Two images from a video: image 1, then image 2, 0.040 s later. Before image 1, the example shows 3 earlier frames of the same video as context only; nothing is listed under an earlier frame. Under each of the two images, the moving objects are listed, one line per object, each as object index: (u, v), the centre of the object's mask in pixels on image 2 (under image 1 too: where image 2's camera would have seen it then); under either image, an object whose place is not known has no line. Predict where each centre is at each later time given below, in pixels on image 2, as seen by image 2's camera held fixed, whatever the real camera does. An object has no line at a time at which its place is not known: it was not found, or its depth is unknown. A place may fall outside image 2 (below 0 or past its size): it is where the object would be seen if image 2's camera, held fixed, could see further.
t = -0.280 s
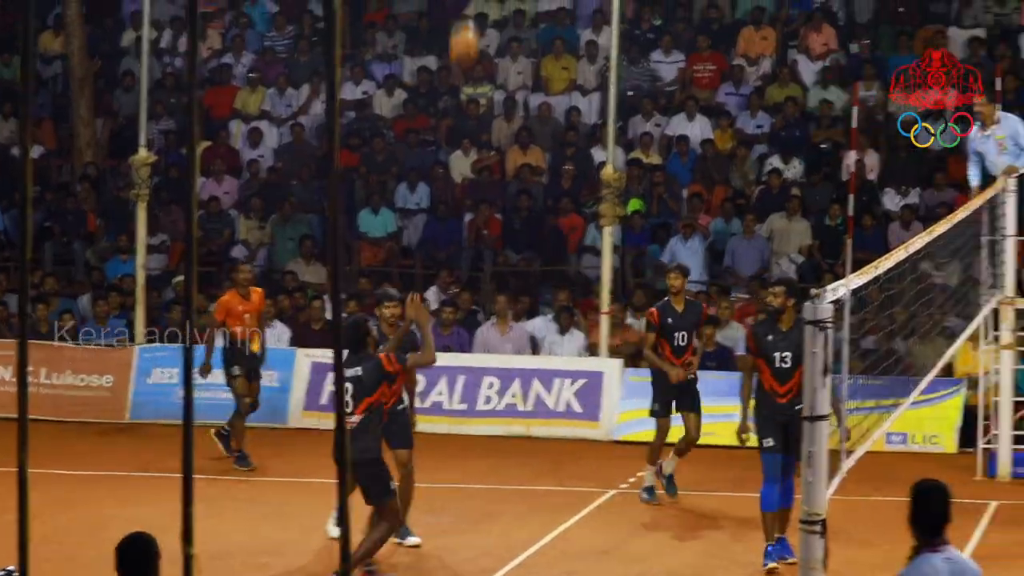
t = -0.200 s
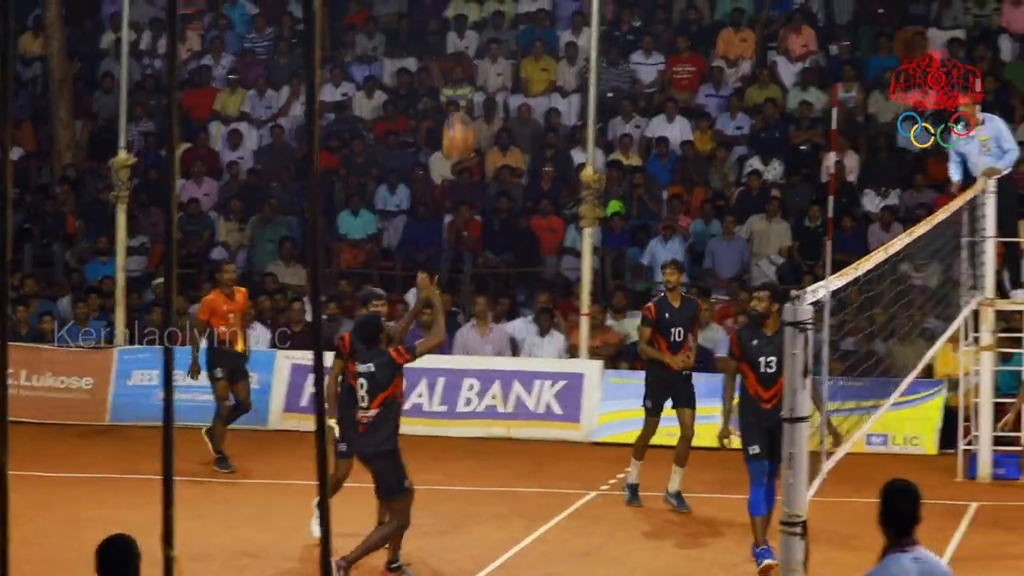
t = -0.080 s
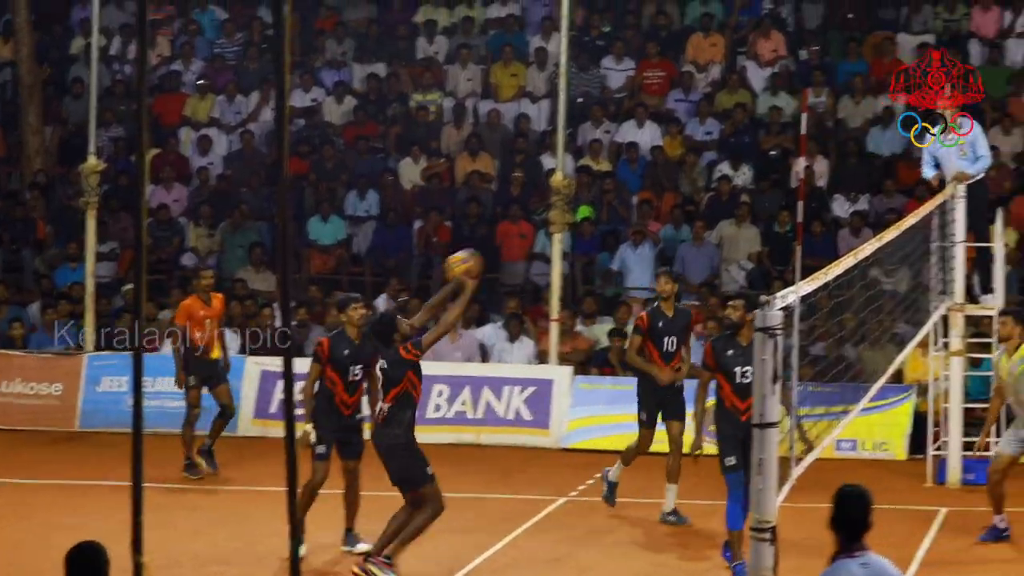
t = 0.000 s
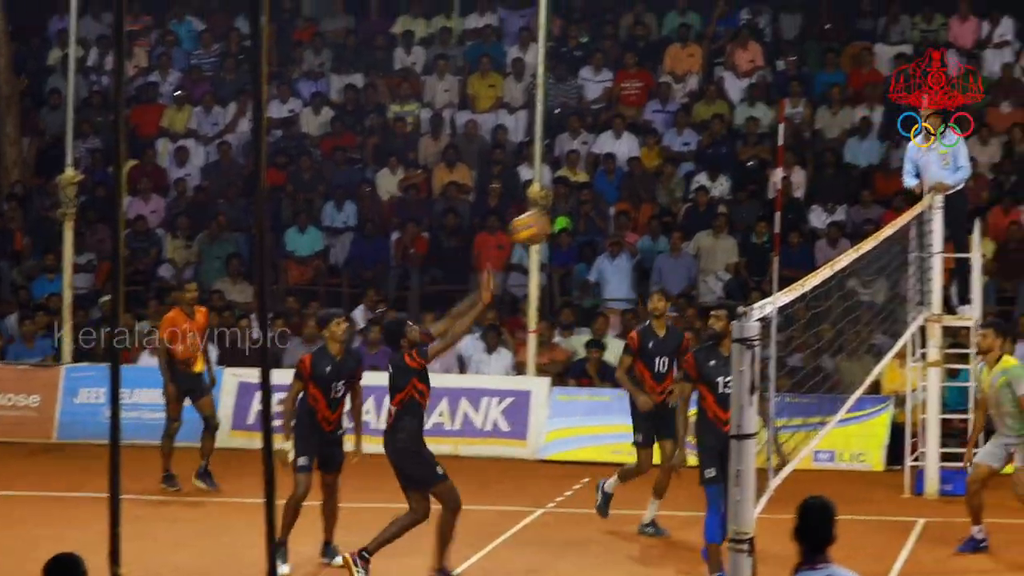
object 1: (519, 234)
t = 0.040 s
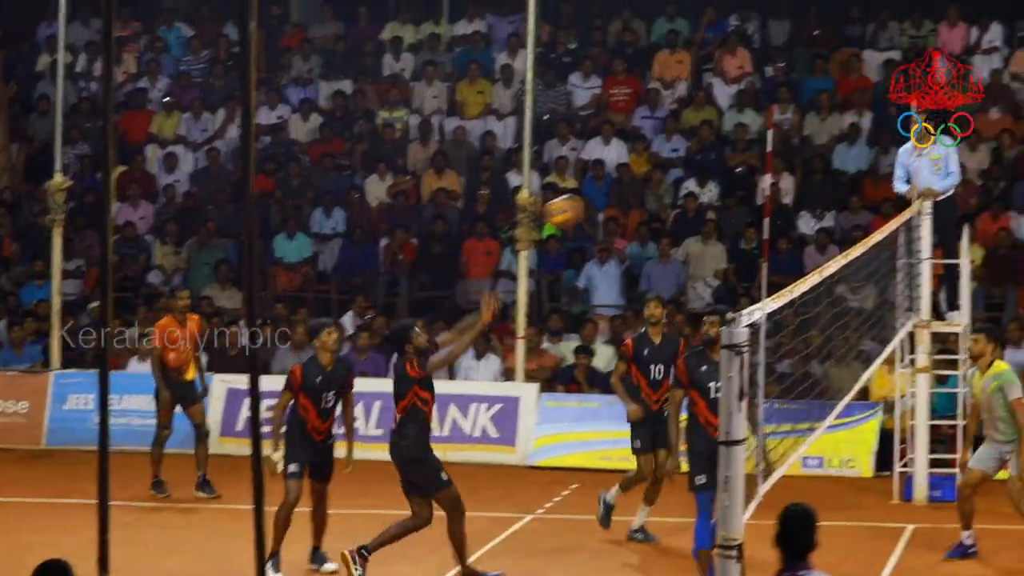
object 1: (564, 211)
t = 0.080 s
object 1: (609, 192)
